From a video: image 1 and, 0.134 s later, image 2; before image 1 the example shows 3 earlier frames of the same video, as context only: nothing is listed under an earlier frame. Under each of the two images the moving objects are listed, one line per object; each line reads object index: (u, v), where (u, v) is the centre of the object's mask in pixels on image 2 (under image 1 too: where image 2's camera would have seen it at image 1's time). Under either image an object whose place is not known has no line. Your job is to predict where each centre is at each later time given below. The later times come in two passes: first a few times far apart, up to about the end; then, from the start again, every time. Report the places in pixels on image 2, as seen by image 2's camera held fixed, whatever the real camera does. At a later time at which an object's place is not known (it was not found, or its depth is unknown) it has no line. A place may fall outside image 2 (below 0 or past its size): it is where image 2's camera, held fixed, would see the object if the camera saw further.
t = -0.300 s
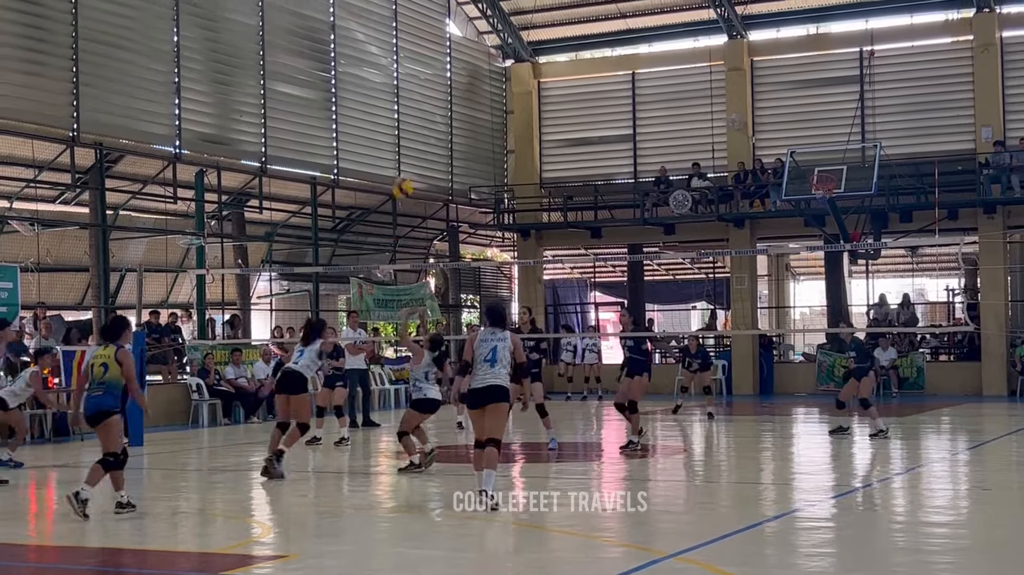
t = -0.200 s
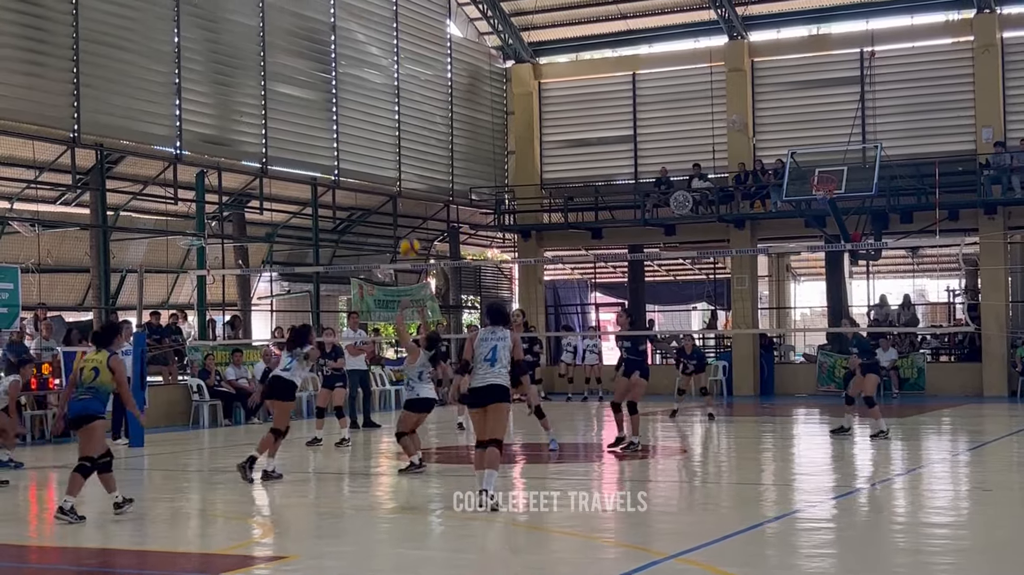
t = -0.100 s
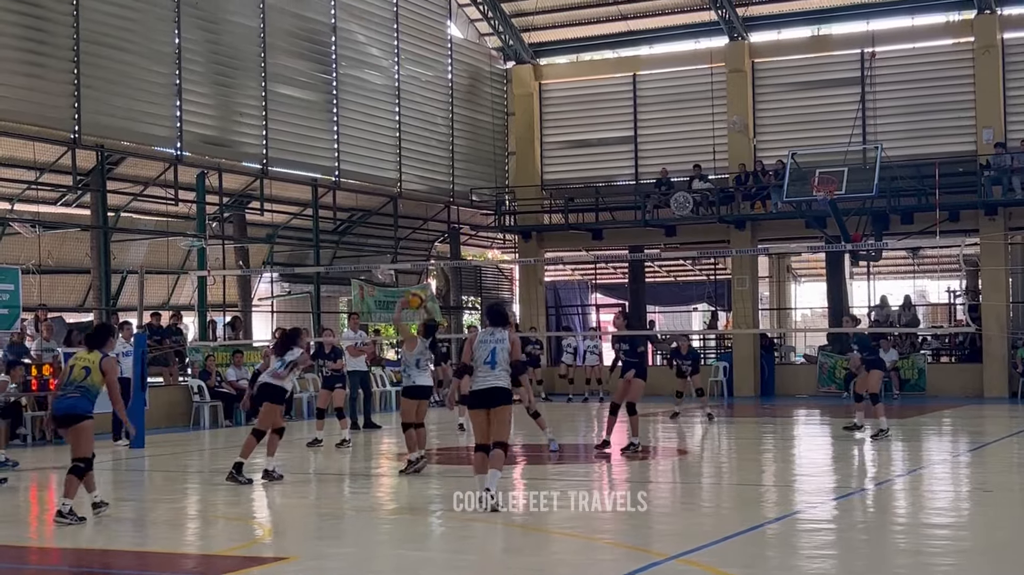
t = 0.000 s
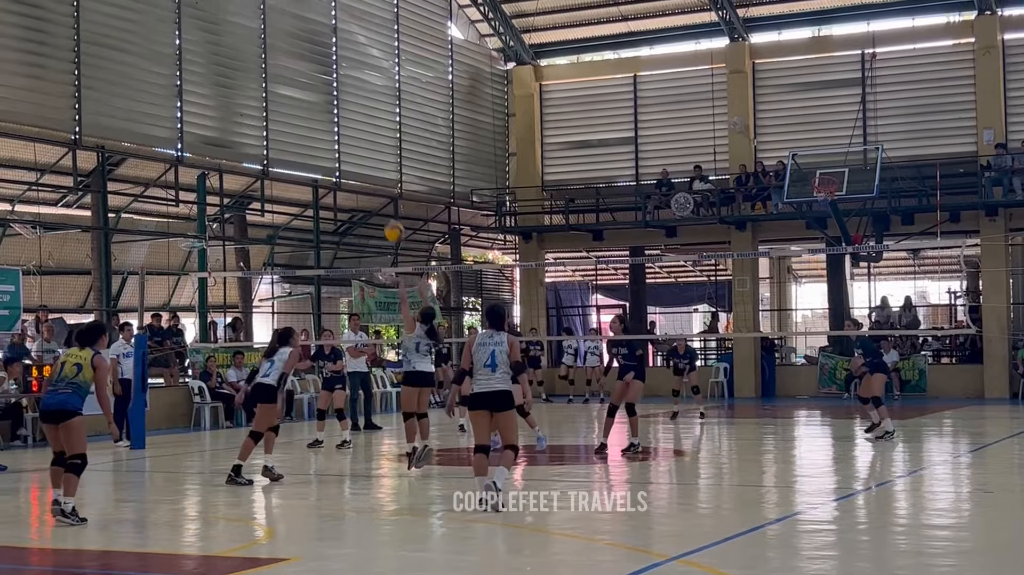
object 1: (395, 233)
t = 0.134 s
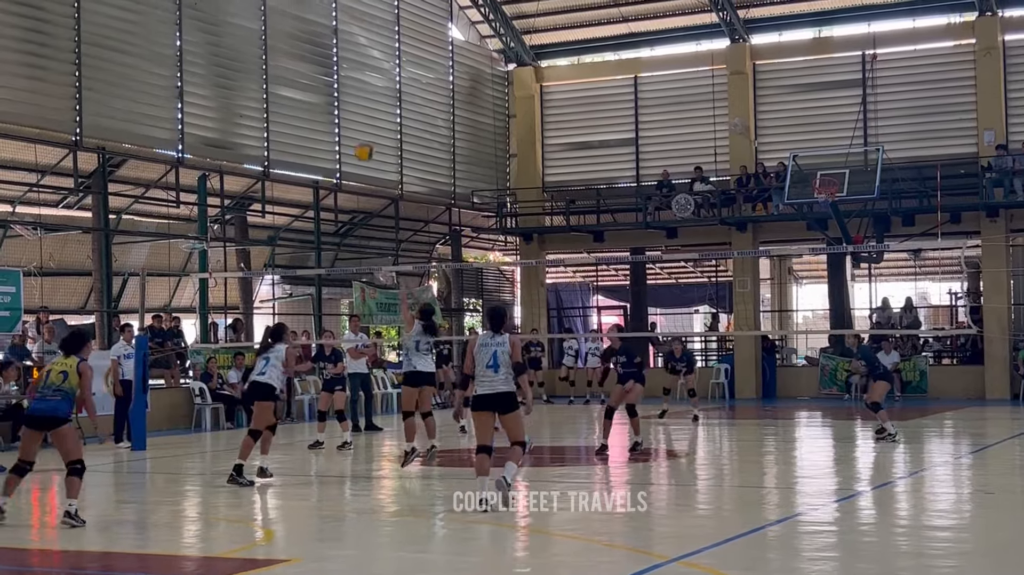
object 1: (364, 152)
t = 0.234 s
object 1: (343, 103)
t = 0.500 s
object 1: (294, 25)
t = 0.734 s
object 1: (254, 13)
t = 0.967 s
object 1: (219, 49)
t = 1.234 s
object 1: (181, 144)
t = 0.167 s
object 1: (357, 134)
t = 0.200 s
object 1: (349, 118)
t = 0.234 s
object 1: (343, 103)
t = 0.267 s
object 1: (337, 90)
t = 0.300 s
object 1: (330, 77)
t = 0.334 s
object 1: (323, 66)
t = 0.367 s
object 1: (318, 55)
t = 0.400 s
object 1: (312, 46)
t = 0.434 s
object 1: (306, 38)
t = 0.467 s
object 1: (300, 31)
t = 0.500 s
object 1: (294, 25)
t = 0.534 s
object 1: (288, 20)
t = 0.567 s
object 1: (282, 16)
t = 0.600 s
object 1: (277, 13)
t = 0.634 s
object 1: (271, 12)
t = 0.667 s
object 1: (265, 11)
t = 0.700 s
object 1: (260, 12)
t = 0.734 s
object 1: (254, 13)
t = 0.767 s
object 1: (249, 15)
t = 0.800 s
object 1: (244, 19)
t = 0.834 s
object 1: (238, 23)
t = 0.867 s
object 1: (234, 28)
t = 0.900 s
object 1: (228, 34)
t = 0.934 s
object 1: (224, 42)
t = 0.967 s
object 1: (219, 49)
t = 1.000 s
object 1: (214, 58)
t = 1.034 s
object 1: (210, 67)
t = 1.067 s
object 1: (205, 77)
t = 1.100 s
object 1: (200, 88)
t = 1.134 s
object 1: (195, 101)
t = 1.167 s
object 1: (190, 114)
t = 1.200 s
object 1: (185, 128)
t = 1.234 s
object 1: (181, 144)
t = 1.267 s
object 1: (176, 158)
